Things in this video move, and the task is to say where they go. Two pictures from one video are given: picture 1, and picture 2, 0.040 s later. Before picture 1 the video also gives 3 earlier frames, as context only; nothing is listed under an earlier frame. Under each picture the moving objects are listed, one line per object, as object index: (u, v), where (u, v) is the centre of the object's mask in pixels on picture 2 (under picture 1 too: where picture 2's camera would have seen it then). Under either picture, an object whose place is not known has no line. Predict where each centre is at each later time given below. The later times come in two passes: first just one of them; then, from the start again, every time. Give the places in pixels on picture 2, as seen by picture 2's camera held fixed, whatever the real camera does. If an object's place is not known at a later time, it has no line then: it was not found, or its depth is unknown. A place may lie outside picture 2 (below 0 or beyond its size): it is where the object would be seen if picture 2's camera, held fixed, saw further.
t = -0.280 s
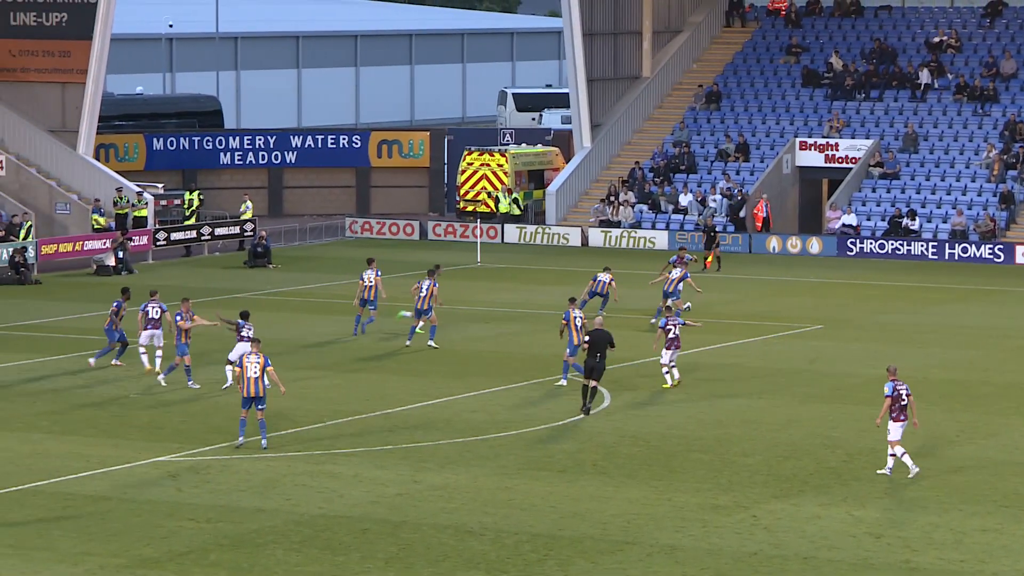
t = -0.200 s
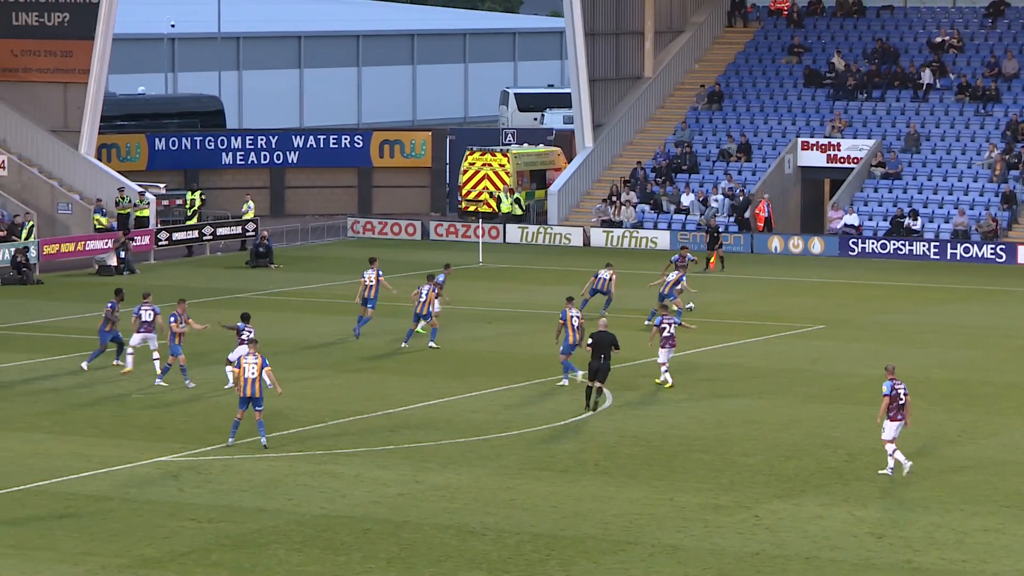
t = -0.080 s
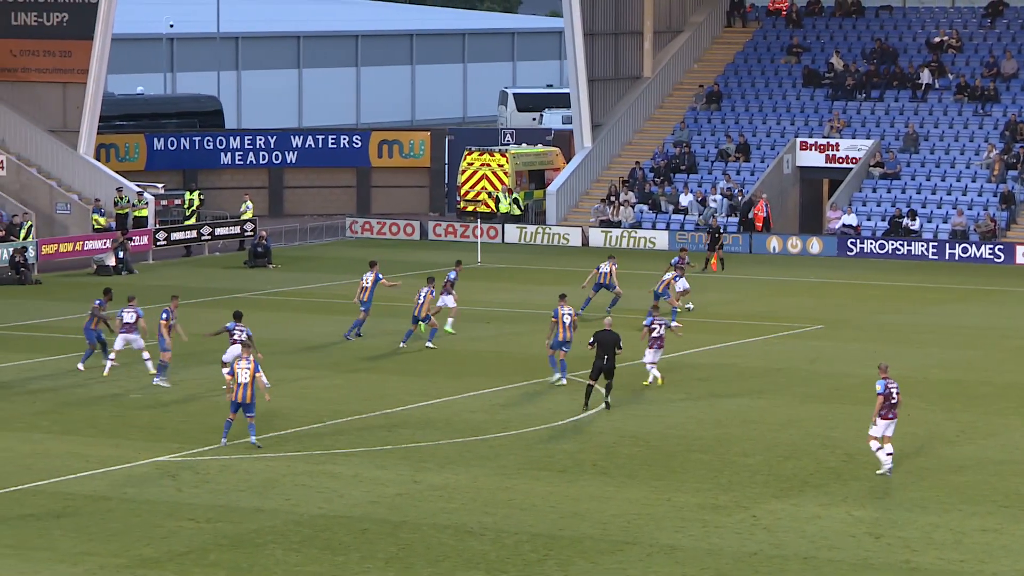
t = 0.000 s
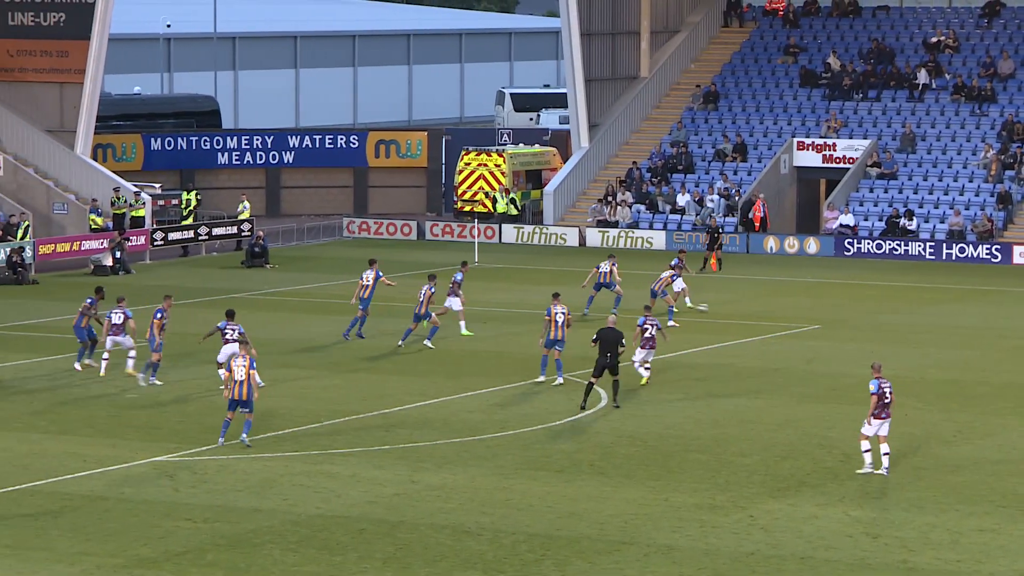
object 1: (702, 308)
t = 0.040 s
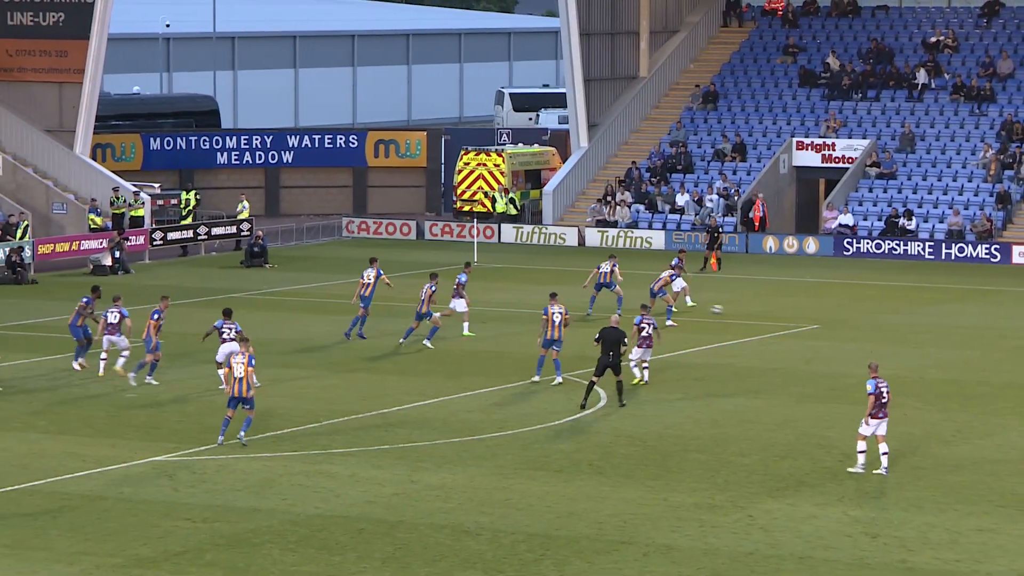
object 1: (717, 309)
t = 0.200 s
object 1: (775, 314)
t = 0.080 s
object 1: (732, 311)
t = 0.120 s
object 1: (748, 311)
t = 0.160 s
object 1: (762, 313)
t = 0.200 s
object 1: (775, 314)
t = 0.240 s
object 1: (789, 316)
